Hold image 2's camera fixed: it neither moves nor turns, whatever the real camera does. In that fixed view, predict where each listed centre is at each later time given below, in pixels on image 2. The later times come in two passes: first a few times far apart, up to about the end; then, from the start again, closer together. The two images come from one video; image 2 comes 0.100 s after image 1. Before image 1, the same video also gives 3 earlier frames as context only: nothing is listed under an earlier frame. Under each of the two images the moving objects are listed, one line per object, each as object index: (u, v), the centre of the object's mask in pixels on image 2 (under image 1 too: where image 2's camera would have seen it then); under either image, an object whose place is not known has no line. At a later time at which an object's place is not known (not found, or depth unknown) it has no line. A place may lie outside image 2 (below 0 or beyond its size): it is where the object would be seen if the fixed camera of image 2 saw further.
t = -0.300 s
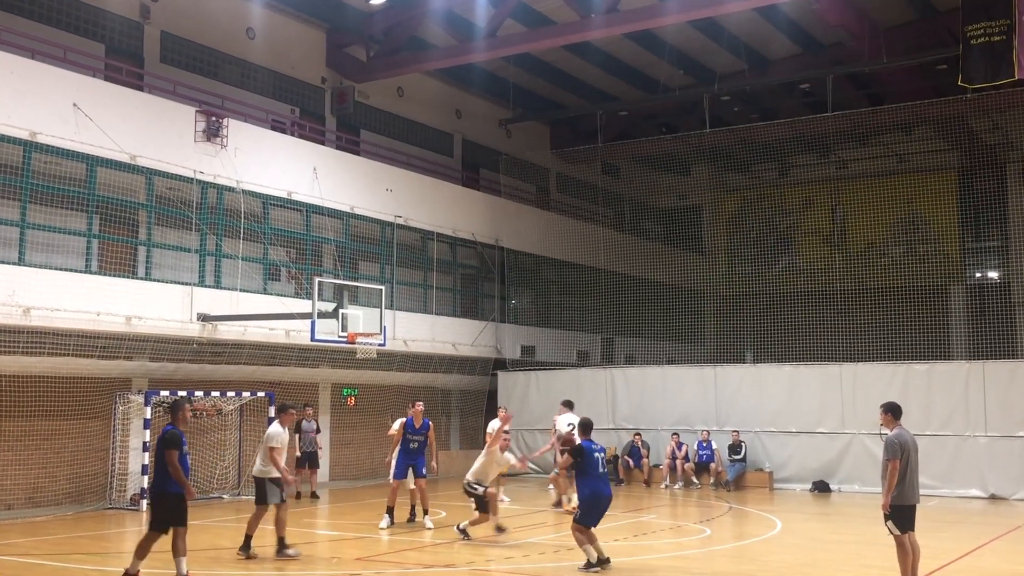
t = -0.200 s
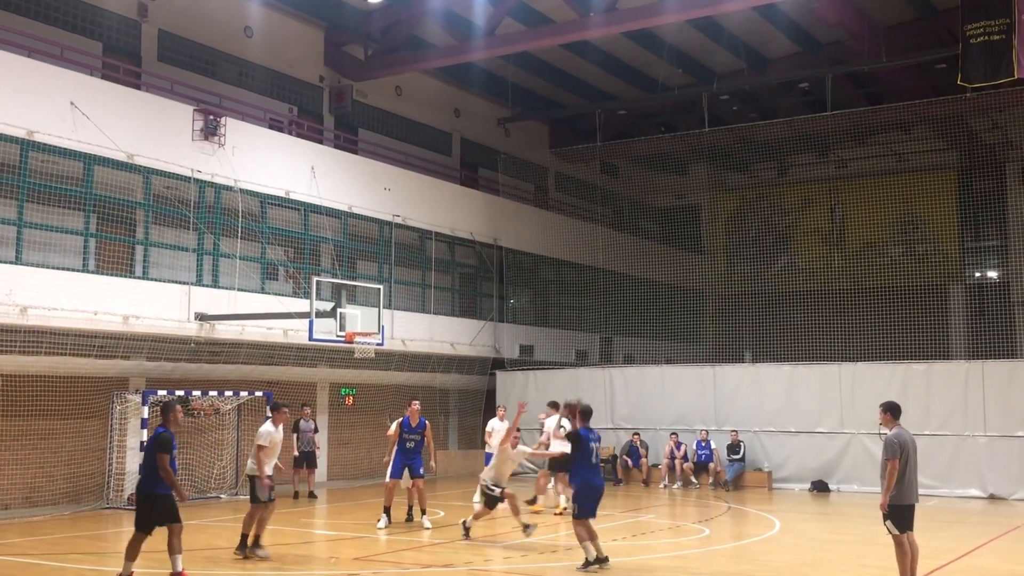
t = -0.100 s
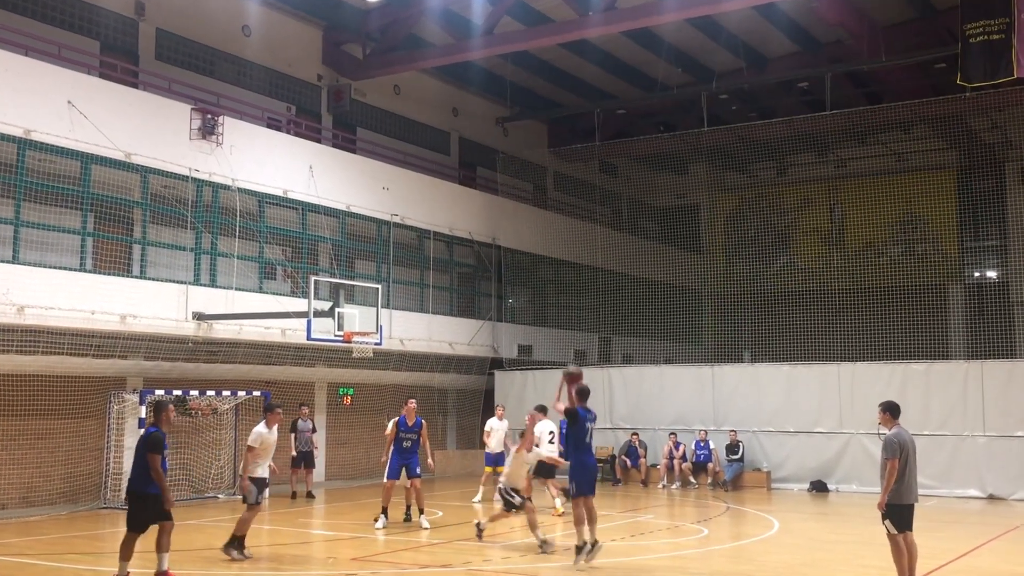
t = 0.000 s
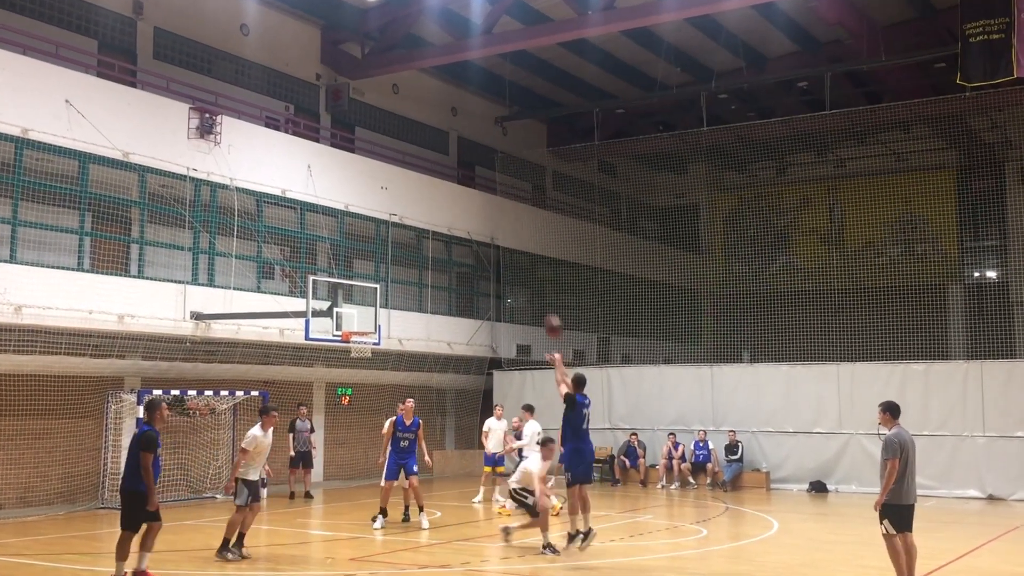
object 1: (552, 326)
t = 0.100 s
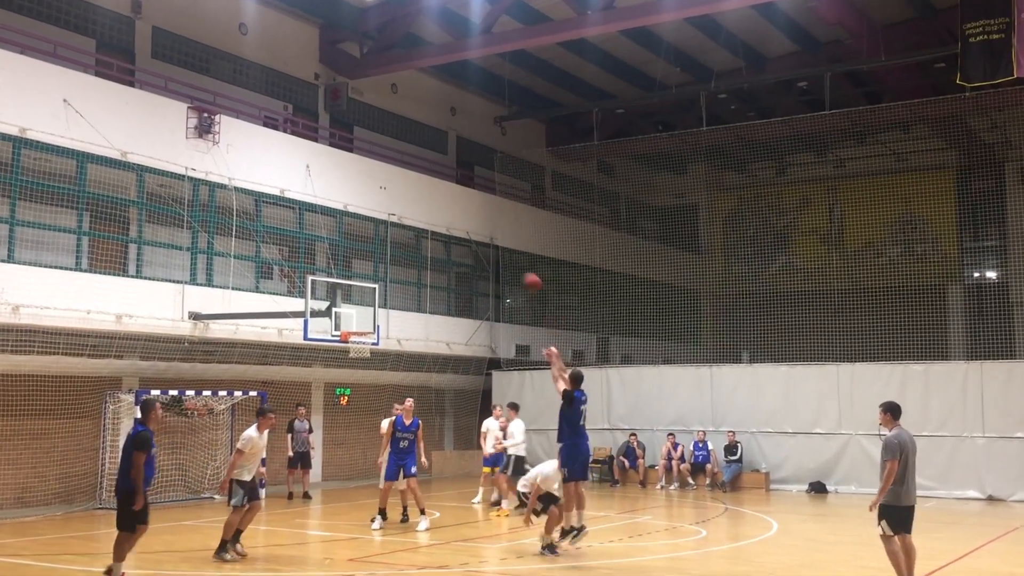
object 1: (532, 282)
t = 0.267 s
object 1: (499, 233)
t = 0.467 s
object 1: (465, 204)
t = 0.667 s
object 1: (435, 203)
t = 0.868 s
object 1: (408, 224)
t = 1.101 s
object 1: (380, 278)
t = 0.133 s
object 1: (525, 271)
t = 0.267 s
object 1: (499, 233)
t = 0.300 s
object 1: (493, 226)
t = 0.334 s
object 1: (487, 220)
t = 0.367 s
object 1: (481, 215)
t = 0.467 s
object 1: (465, 204)
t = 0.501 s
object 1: (460, 202)
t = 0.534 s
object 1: (455, 201)
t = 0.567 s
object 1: (449, 201)
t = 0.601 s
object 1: (444, 201)
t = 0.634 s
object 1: (440, 202)
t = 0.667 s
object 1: (435, 203)
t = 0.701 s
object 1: (430, 205)
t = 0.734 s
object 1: (426, 208)
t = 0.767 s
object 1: (421, 212)
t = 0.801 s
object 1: (417, 215)
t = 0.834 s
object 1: (413, 220)
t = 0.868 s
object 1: (408, 224)
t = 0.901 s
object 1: (404, 229)
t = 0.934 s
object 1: (400, 236)
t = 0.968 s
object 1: (396, 245)
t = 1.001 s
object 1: (392, 252)
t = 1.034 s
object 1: (387, 260)
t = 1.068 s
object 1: (383, 269)
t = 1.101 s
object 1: (380, 278)
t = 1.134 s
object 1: (377, 288)
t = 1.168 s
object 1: (373, 299)
